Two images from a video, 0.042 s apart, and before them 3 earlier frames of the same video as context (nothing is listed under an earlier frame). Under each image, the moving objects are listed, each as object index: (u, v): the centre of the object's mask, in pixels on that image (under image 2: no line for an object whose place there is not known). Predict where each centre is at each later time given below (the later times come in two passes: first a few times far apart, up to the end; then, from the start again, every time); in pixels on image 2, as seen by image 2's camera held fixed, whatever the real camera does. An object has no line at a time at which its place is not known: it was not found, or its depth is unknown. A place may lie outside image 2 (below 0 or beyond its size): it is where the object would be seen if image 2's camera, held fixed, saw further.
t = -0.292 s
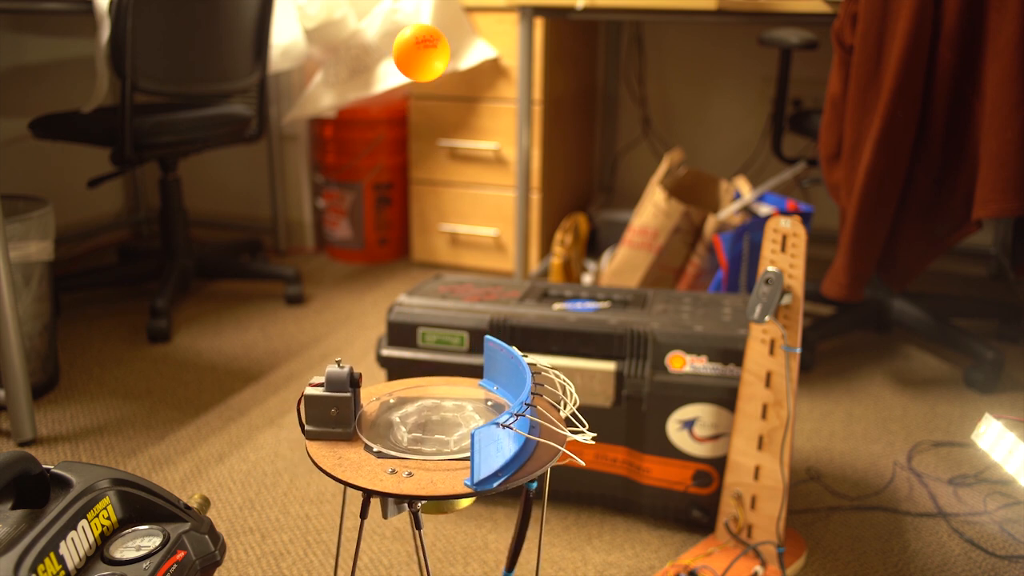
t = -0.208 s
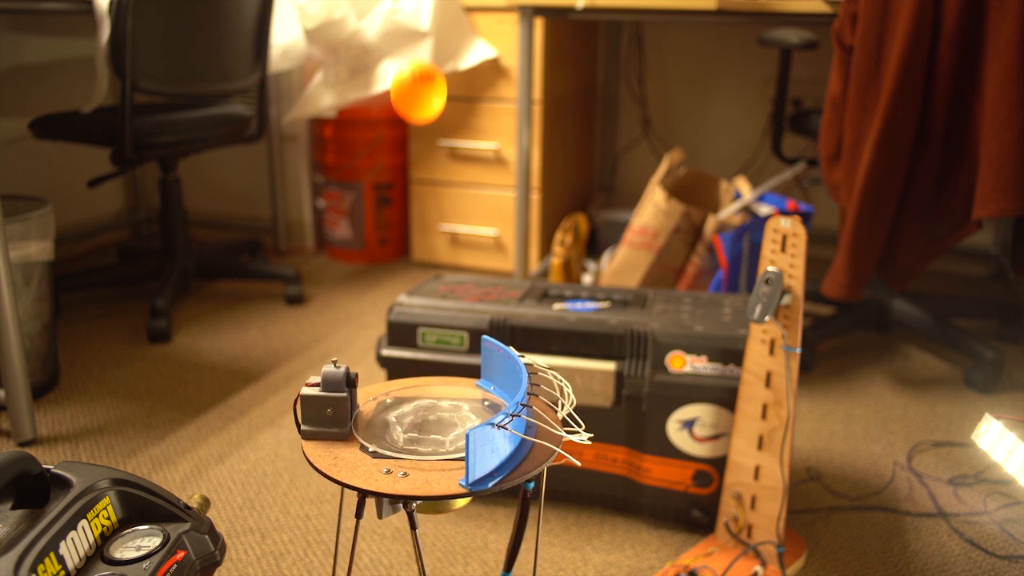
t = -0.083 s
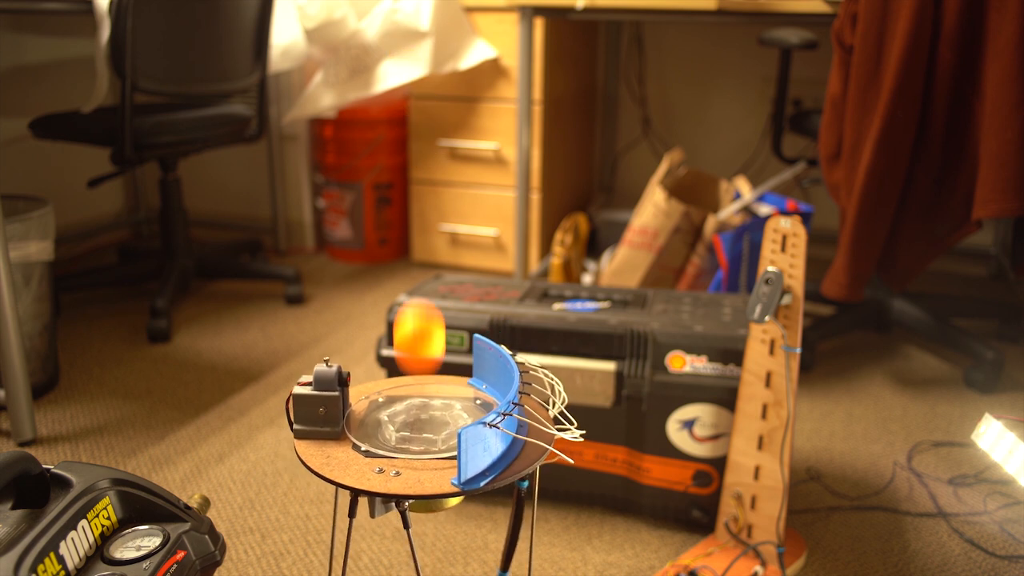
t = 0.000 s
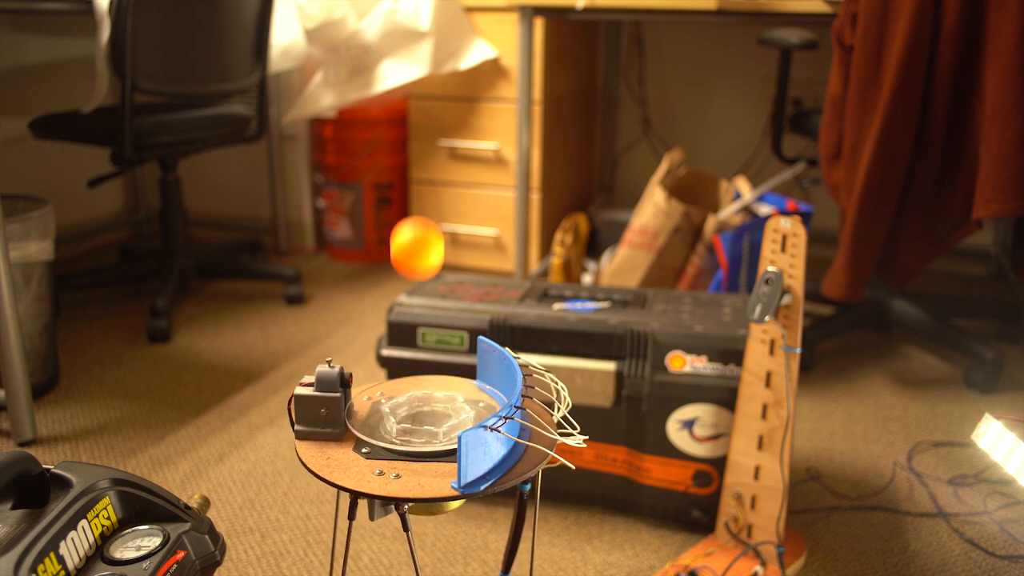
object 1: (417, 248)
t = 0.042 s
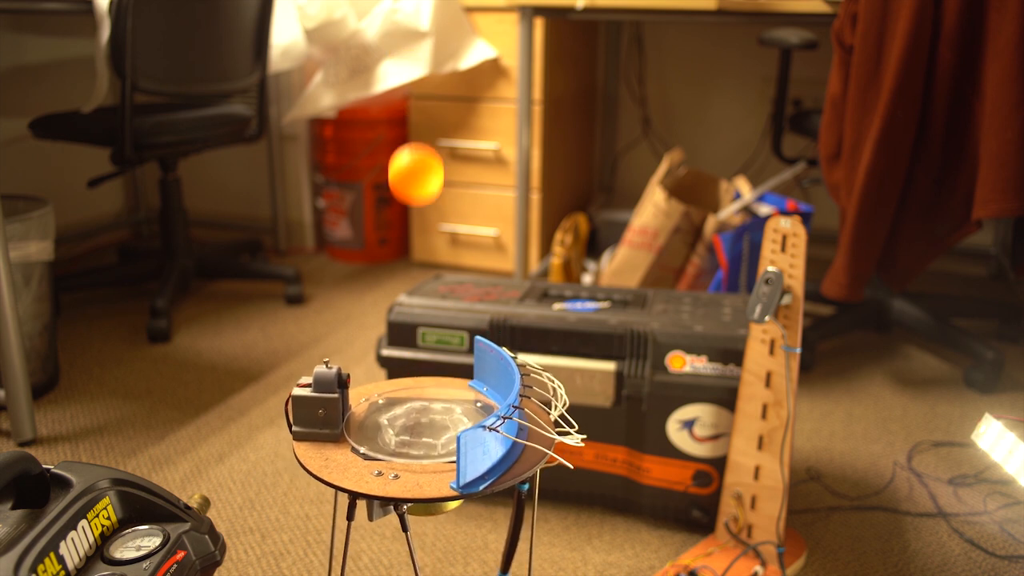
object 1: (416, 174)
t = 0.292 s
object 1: (421, 172)
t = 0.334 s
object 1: (424, 260)
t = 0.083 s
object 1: (415, 117)
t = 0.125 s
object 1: (416, 80)
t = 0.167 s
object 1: (417, 65)
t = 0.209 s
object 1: (418, 75)
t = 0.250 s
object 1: (420, 111)
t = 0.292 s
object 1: (421, 172)
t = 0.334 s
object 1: (424, 260)
